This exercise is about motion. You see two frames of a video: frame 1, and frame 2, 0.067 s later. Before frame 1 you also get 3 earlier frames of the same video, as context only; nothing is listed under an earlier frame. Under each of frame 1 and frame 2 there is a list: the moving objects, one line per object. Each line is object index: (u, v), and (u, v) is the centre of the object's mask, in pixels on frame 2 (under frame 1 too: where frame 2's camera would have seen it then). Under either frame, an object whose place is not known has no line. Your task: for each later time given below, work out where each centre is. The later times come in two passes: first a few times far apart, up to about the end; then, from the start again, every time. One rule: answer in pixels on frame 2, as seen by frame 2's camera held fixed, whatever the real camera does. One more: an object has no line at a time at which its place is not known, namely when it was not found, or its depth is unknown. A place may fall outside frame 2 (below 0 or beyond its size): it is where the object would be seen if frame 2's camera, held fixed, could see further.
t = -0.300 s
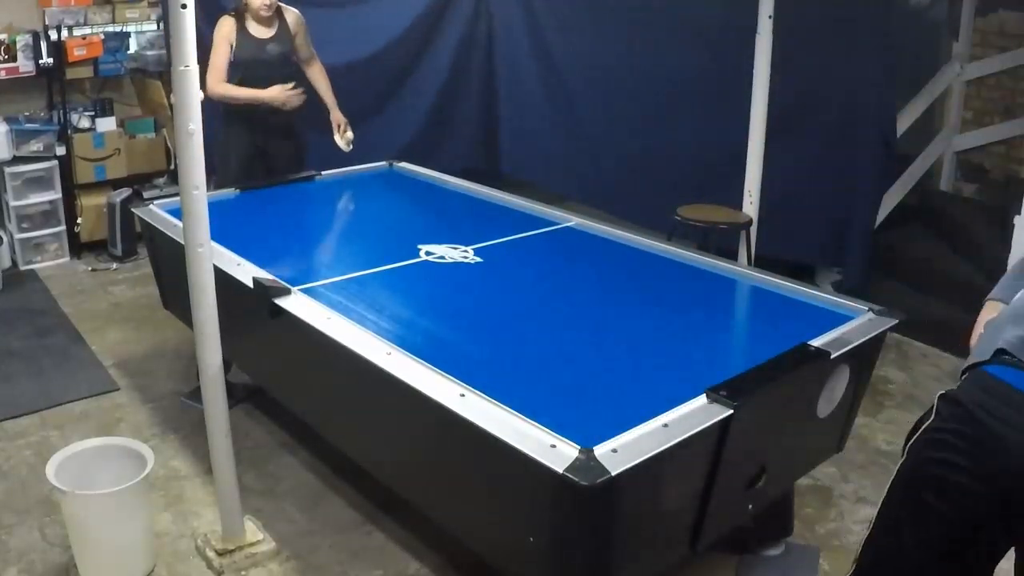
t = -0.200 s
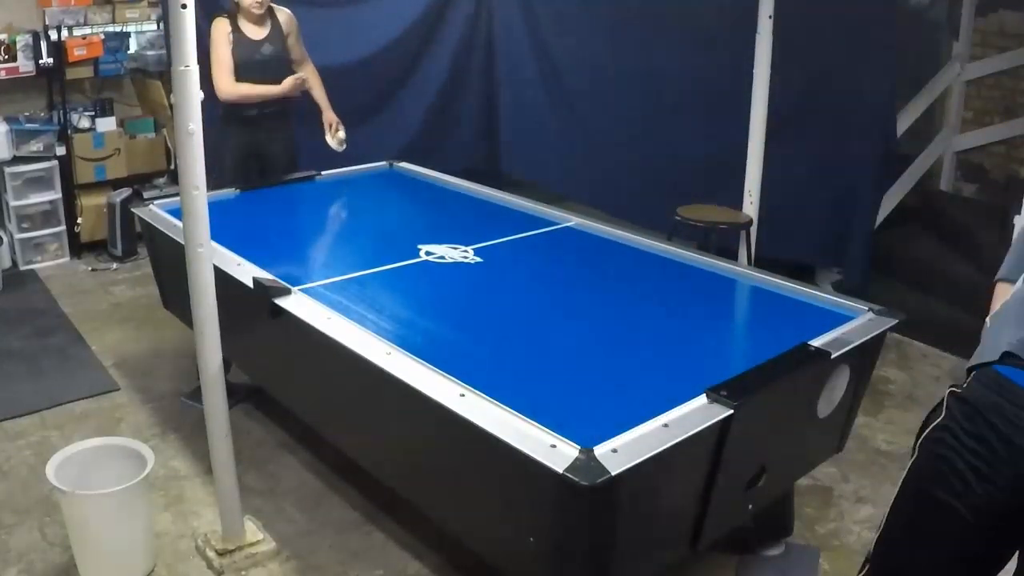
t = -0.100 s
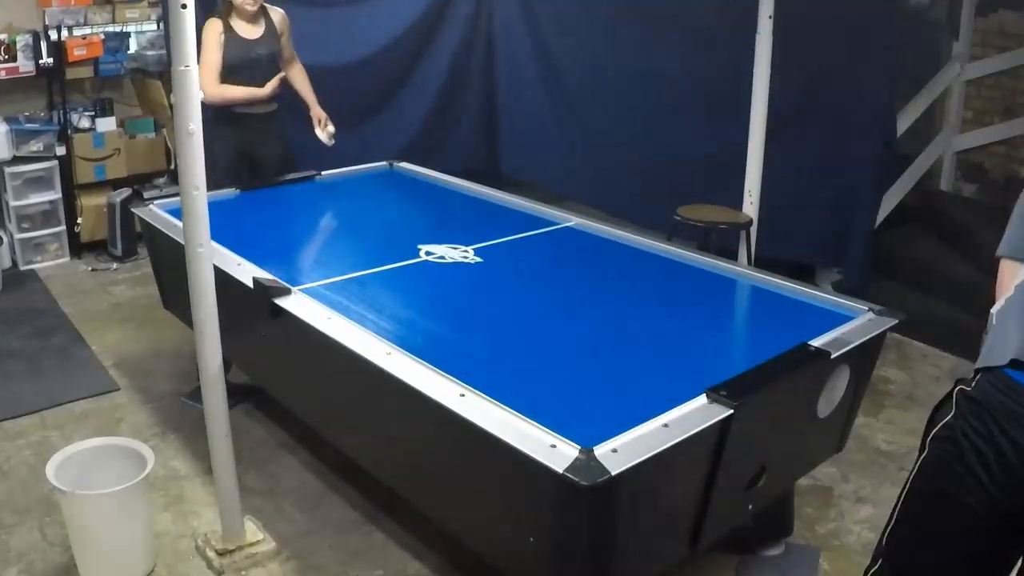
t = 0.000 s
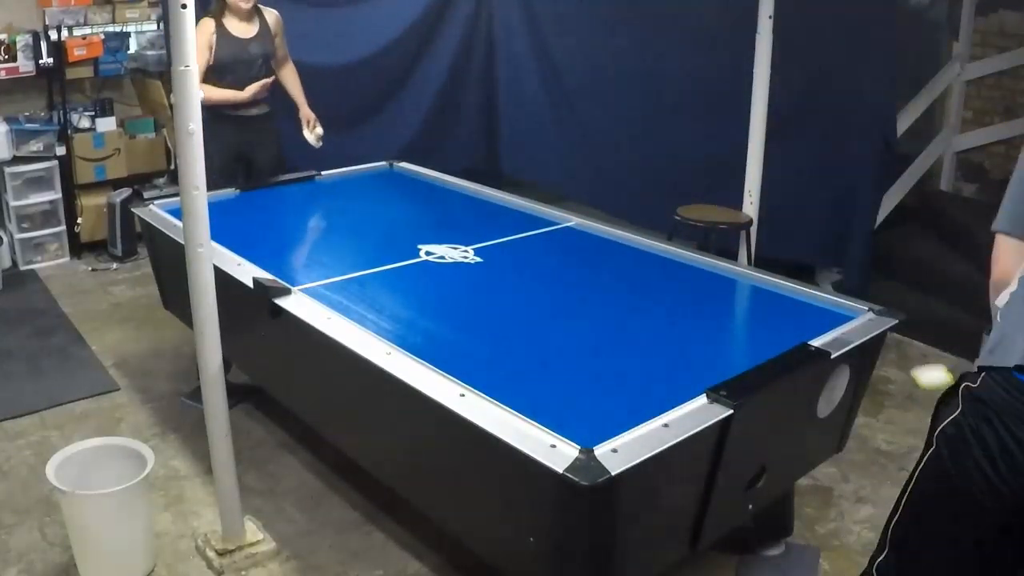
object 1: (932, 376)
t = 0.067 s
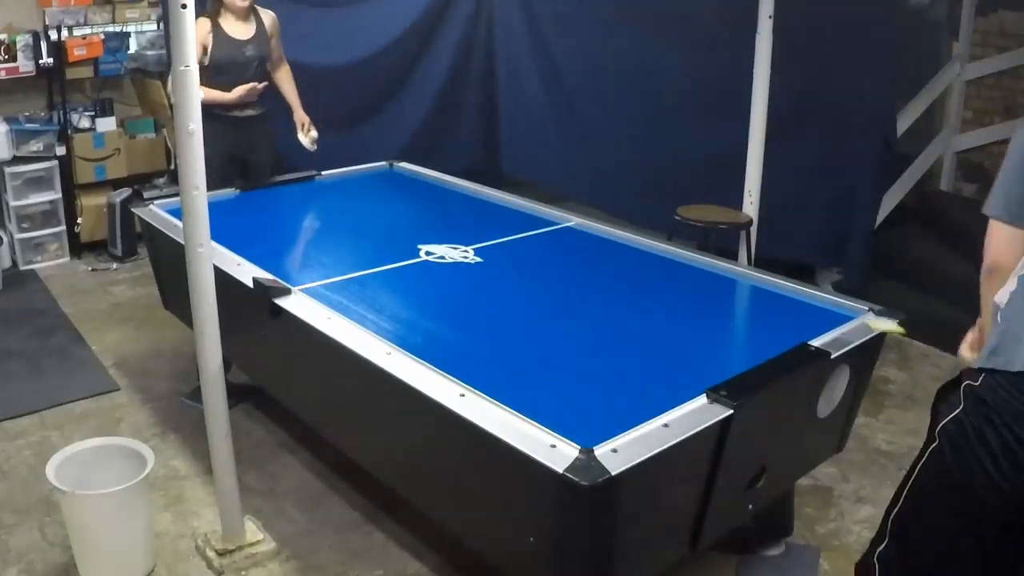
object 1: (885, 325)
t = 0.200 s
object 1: (786, 285)
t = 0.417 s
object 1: (650, 288)
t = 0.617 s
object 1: (561, 264)
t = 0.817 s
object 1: (497, 244)
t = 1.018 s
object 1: (450, 228)
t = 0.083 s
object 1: (871, 315)
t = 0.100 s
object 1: (859, 307)
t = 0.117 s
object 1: (848, 301)
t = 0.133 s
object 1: (836, 295)
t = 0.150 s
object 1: (825, 291)
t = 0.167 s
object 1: (815, 287)
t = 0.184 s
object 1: (798, 285)
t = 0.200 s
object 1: (786, 285)
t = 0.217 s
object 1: (772, 285)
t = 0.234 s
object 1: (760, 286)
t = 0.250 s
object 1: (748, 288)
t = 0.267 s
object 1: (738, 290)
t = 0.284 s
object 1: (726, 294)
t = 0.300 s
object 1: (715, 299)
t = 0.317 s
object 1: (703, 304)
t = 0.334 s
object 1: (691, 312)
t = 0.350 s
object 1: (681, 310)
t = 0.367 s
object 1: (673, 303)
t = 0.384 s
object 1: (666, 297)
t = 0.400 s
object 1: (659, 292)
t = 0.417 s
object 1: (650, 288)
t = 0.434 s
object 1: (640, 284)
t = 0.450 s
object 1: (632, 282)
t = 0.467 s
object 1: (625, 280)
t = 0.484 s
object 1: (616, 280)
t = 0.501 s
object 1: (609, 280)
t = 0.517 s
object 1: (602, 280)
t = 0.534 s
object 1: (594, 279)
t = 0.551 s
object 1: (588, 275)
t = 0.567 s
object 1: (582, 273)
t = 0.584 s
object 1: (574, 270)
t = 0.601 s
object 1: (568, 267)
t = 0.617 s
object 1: (561, 264)
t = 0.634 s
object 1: (555, 264)
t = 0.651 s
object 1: (549, 263)
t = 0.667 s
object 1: (543, 261)
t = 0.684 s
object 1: (537, 259)
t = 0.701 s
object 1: (532, 257)
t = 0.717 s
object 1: (527, 255)
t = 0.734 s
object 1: (521, 253)
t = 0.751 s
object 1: (515, 251)
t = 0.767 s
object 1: (510, 250)
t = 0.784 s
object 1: (507, 249)
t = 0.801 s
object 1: (501, 247)
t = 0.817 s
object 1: (497, 244)
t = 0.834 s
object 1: (492, 242)
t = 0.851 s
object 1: (488, 241)
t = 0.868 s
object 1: (484, 240)
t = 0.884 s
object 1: (479, 239)
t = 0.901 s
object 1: (475, 237)
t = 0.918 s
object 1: (472, 236)
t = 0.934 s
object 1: (468, 234)
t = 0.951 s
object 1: (464, 233)
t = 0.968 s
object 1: (461, 232)
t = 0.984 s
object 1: (458, 231)
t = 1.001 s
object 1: (454, 230)
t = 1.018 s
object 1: (450, 228)
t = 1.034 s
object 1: (448, 227)
